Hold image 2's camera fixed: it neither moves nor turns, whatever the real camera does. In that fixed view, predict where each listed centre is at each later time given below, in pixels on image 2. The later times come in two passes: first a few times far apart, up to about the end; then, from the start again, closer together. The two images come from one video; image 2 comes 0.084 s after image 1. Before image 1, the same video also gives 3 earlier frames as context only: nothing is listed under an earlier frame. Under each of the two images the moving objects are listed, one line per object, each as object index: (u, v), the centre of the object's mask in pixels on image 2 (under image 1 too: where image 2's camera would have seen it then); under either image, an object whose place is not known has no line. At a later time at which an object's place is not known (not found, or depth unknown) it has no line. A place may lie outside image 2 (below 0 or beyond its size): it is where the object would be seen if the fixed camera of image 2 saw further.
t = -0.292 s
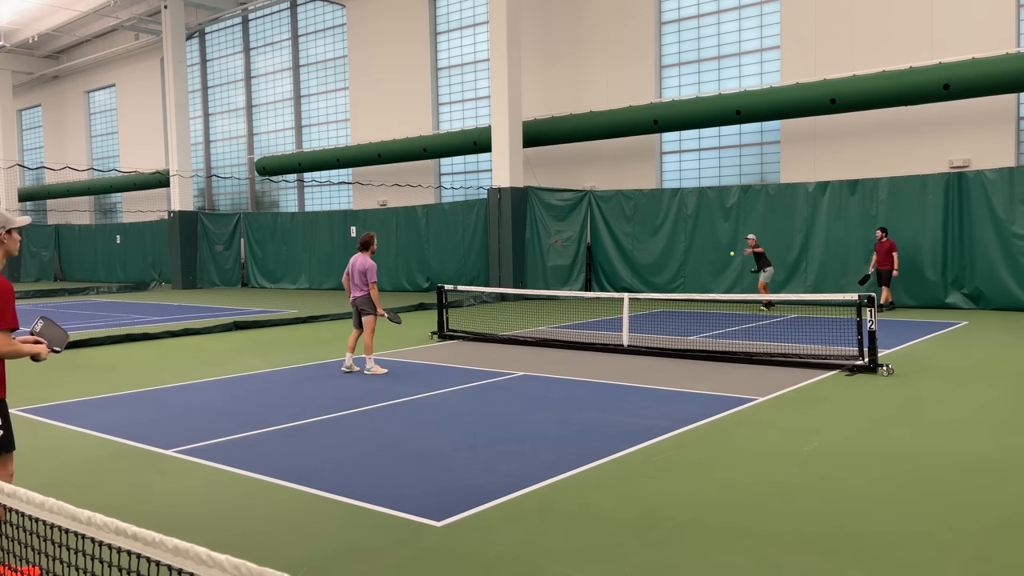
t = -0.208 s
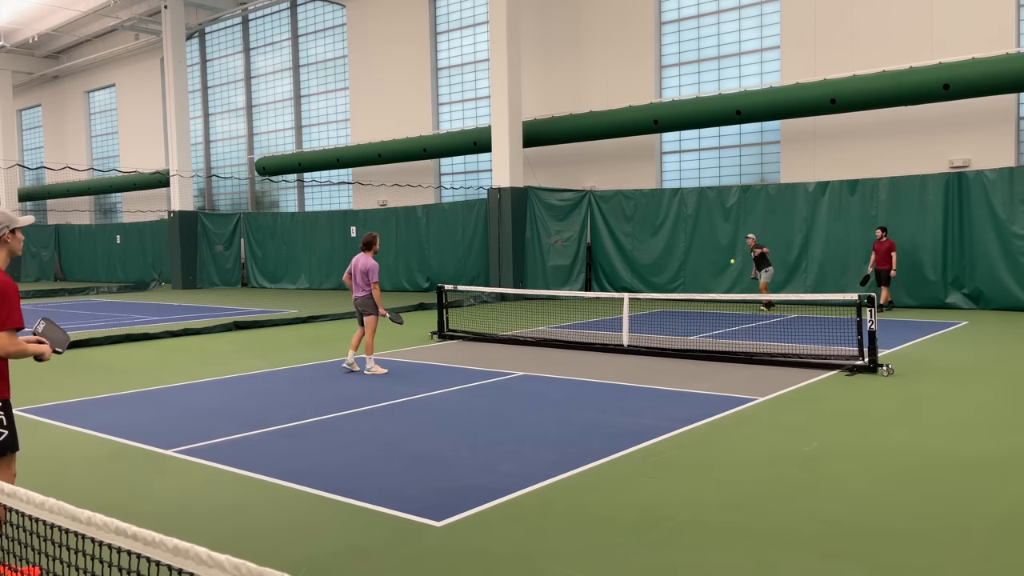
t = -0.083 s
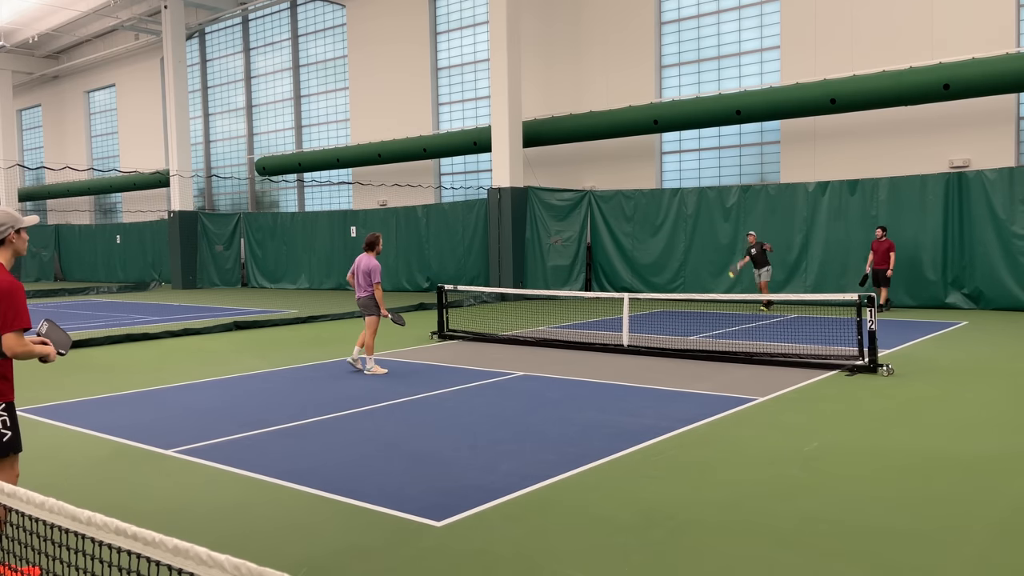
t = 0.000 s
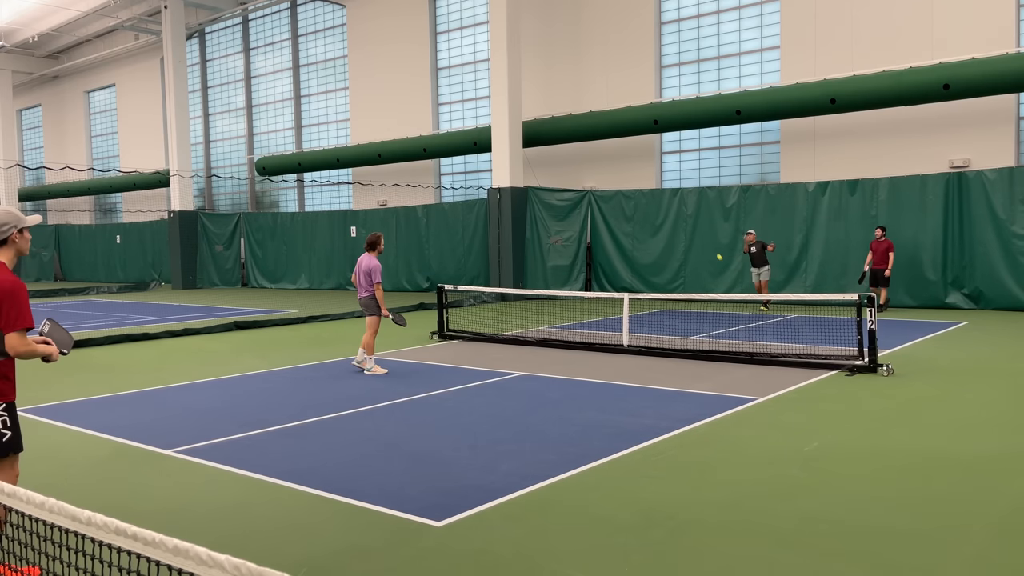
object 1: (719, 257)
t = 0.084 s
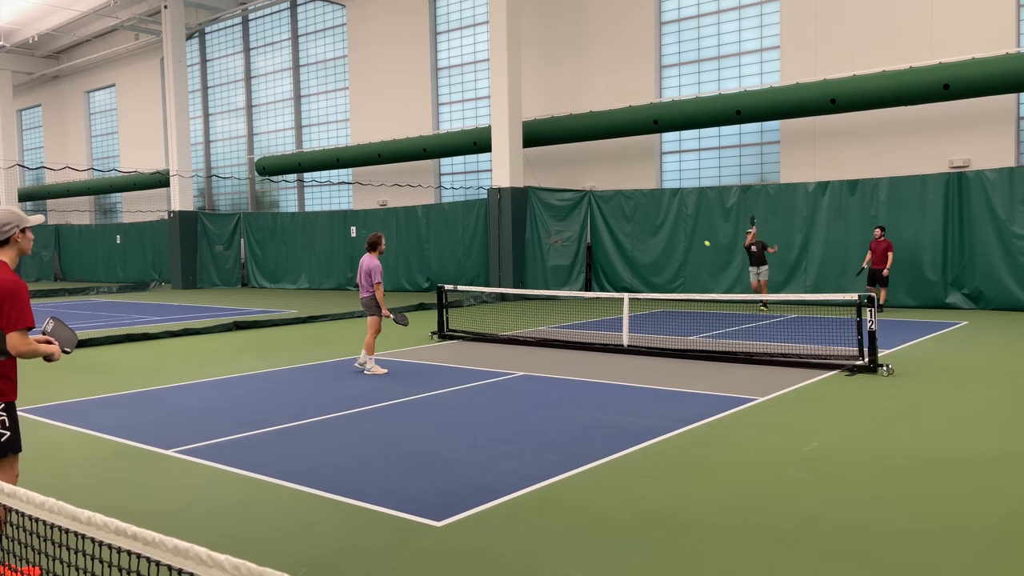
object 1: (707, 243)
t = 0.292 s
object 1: (672, 231)
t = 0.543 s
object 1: (618, 279)
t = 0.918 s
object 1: (498, 397)
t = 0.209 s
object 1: (687, 232)
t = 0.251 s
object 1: (679, 231)
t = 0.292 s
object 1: (672, 231)
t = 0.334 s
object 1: (664, 234)
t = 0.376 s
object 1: (656, 238)
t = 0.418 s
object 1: (647, 245)
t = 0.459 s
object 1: (638, 254)
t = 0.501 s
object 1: (628, 265)
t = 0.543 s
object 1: (618, 279)
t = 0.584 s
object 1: (606, 297)
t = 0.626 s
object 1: (595, 318)
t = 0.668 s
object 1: (582, 344)
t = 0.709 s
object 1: (570, 374)
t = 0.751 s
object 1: (556, 409)
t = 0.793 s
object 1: (542, 424)
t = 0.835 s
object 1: (528, 414)
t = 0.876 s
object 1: (514, 404)
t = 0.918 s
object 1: (498, 397)
